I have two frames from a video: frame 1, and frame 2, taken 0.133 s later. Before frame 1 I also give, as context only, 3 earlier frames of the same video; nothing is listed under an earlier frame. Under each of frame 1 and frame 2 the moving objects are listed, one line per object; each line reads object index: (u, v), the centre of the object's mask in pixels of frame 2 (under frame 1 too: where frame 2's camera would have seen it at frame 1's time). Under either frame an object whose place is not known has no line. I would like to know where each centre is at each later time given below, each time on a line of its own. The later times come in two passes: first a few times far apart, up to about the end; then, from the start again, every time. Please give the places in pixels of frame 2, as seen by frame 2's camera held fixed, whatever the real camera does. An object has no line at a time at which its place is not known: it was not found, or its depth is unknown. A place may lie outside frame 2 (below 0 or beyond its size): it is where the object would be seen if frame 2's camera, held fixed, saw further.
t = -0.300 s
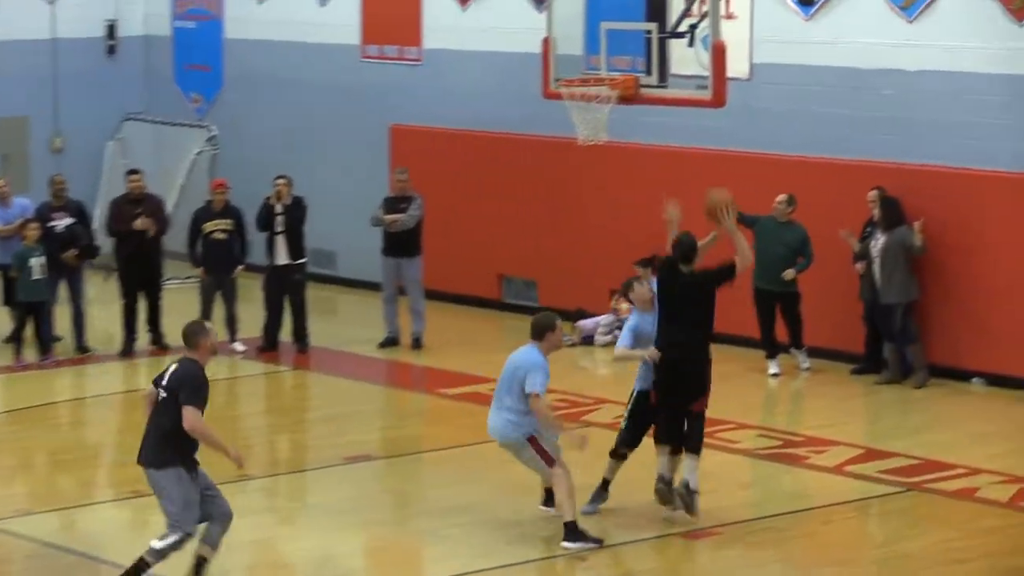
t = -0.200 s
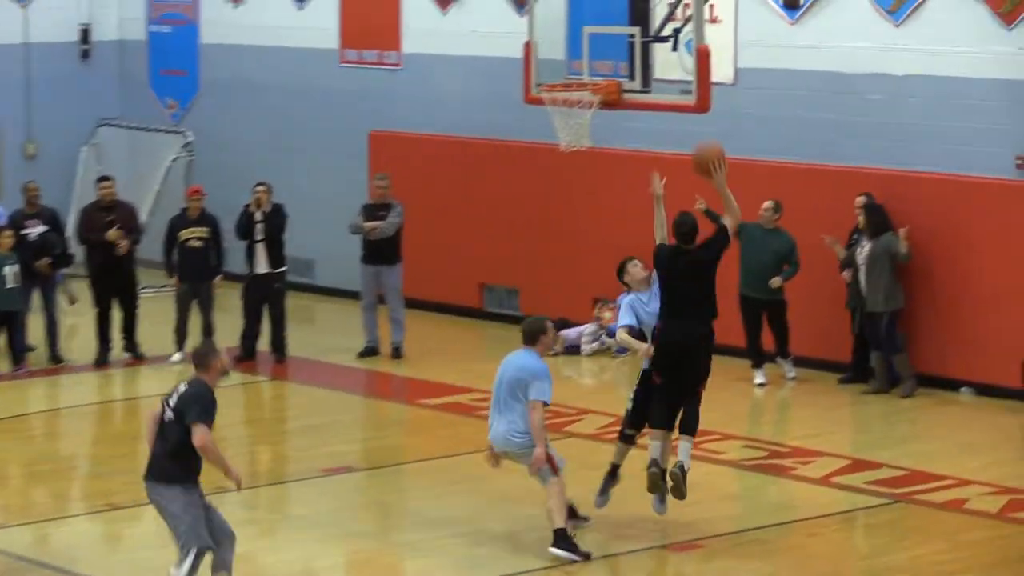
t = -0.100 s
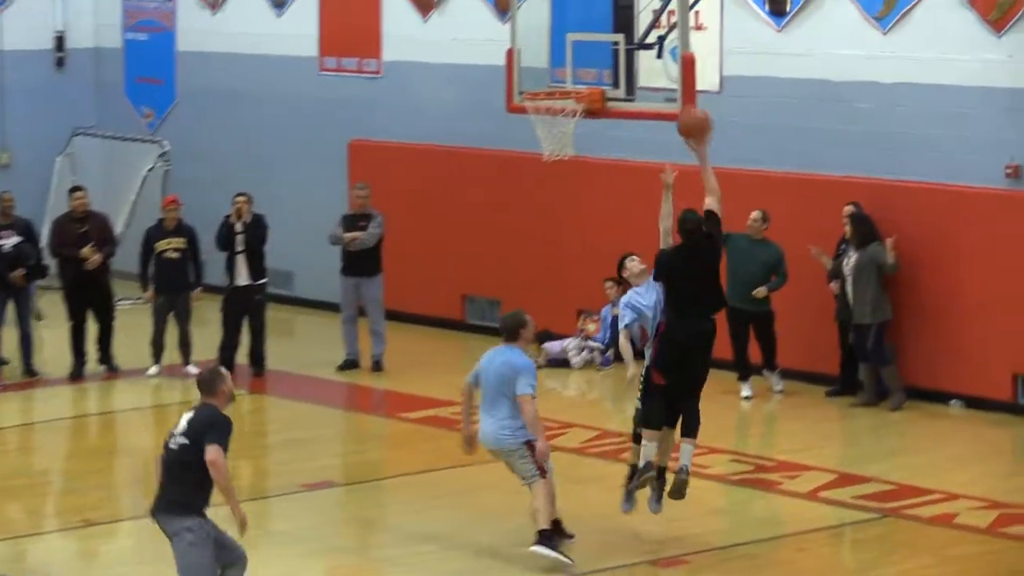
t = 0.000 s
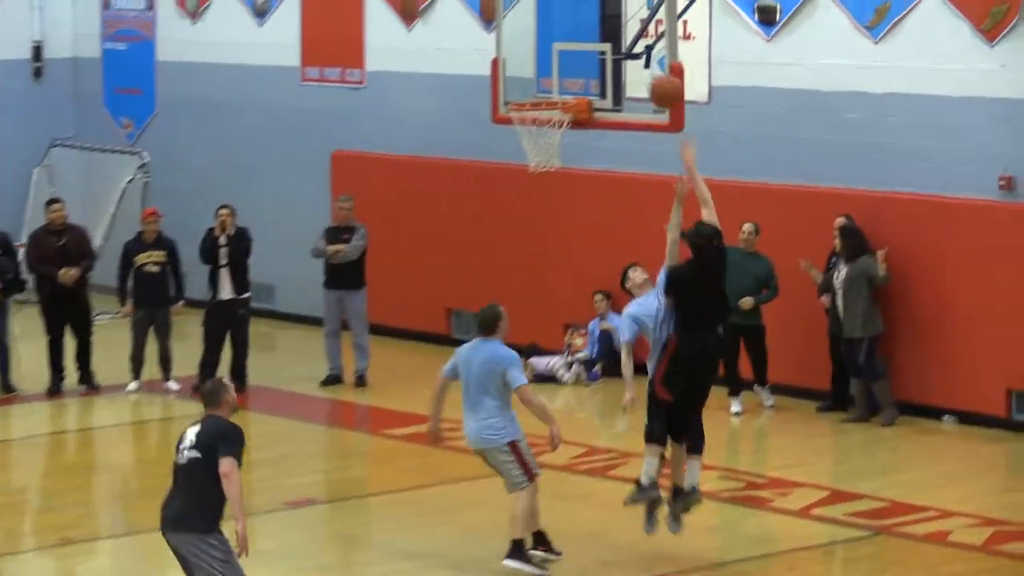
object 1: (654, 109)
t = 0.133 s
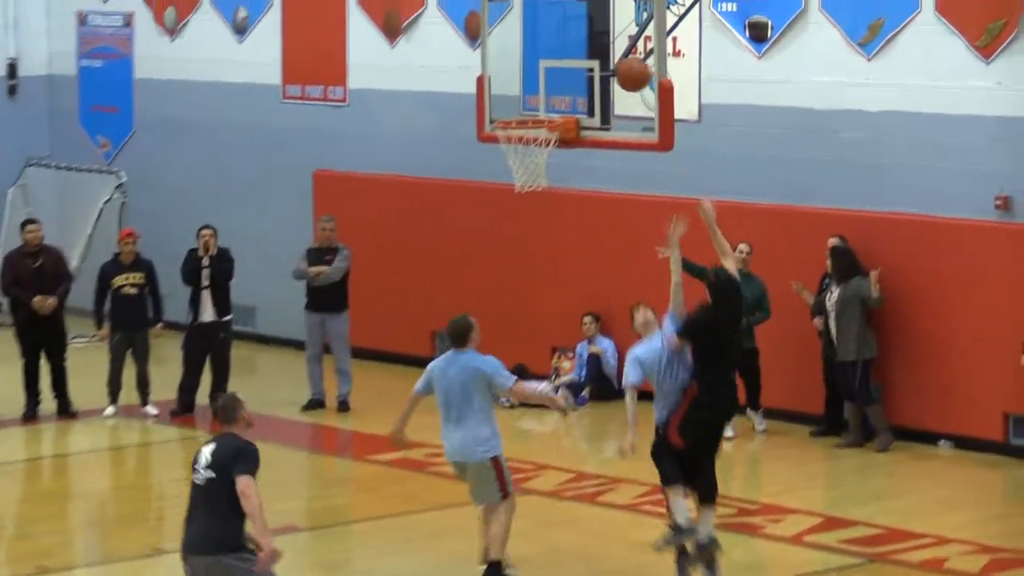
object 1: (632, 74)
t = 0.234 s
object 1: (618, 65)
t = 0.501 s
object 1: (545, 108)
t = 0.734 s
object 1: (510, 110)
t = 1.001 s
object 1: (520, 132)
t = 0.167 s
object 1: (627, 70)
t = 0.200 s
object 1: (623, 66)
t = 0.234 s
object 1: (618, 65)
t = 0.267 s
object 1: (612, 66)
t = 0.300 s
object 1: (602, 69)
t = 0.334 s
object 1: (593, 73)
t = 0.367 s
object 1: (583, 79)
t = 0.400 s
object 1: (573, 86)
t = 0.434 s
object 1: (563, 96)
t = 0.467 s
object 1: (553, 107)
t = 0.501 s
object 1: (545, 108)
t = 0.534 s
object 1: (539, 107)
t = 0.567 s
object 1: (532, 106)
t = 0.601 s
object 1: (525, 107)
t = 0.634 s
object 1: (519, 108)
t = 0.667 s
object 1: (512, 112)
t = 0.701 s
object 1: (509, 112)
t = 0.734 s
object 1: (510, 110)
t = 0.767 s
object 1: (512, 107)
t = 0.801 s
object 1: (513, 106)
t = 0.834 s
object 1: (514, 106)
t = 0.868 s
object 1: (516, 108)
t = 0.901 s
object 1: (517, 110)
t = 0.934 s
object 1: (518, 113)
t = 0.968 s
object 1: (519, 123)
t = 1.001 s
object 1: (520, 132)
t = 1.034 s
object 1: (523, 143)
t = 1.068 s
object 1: (525, 151)
